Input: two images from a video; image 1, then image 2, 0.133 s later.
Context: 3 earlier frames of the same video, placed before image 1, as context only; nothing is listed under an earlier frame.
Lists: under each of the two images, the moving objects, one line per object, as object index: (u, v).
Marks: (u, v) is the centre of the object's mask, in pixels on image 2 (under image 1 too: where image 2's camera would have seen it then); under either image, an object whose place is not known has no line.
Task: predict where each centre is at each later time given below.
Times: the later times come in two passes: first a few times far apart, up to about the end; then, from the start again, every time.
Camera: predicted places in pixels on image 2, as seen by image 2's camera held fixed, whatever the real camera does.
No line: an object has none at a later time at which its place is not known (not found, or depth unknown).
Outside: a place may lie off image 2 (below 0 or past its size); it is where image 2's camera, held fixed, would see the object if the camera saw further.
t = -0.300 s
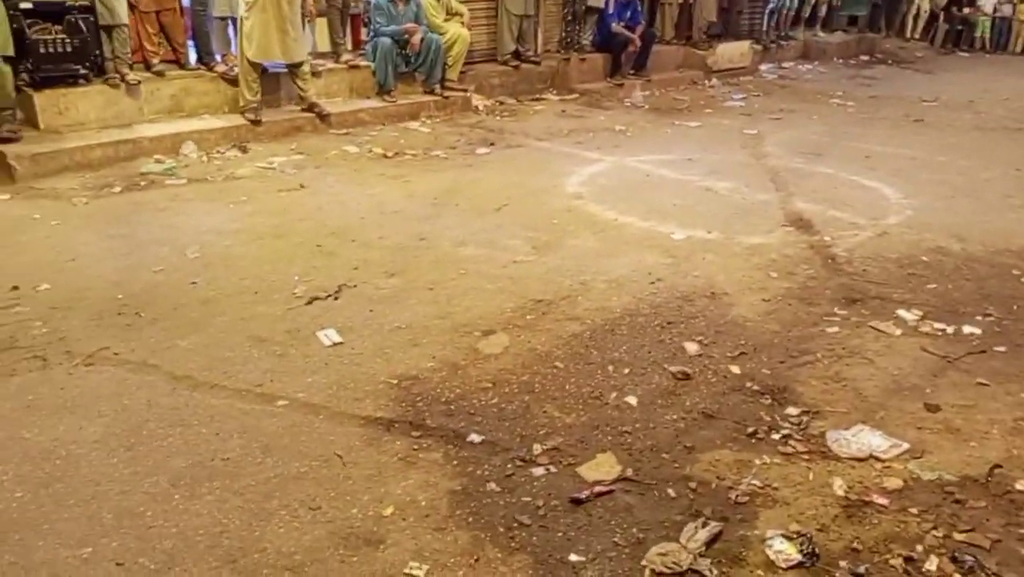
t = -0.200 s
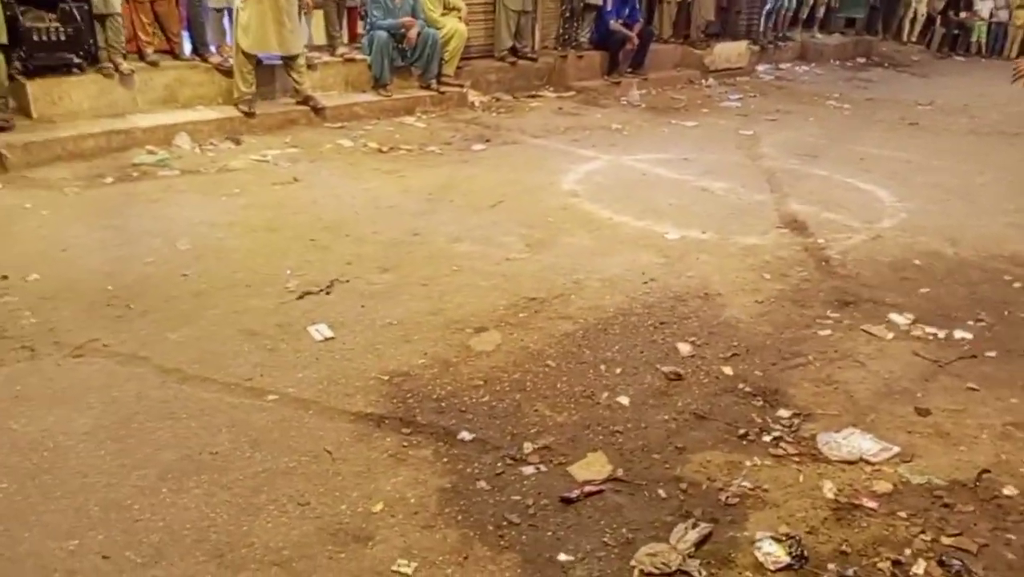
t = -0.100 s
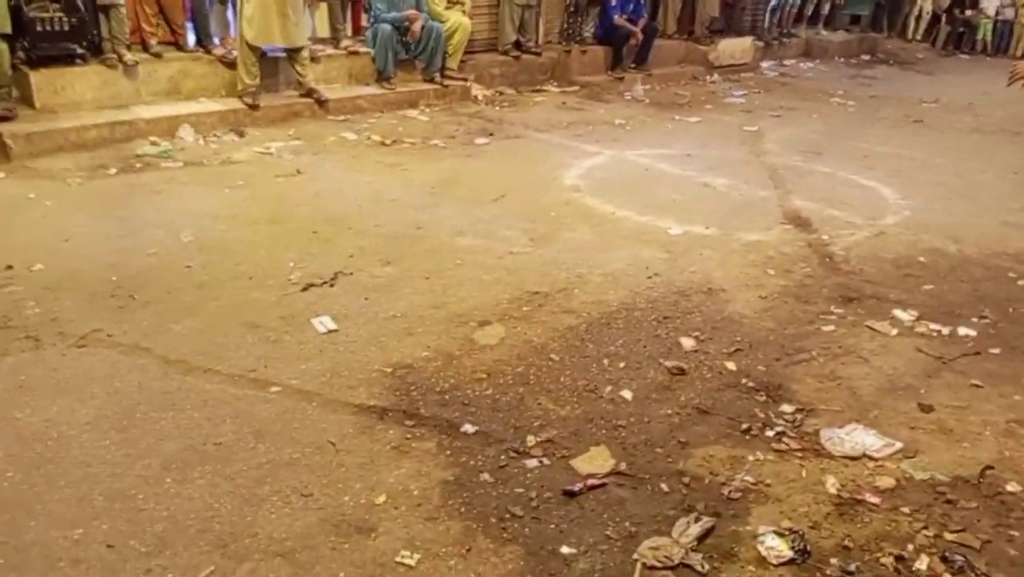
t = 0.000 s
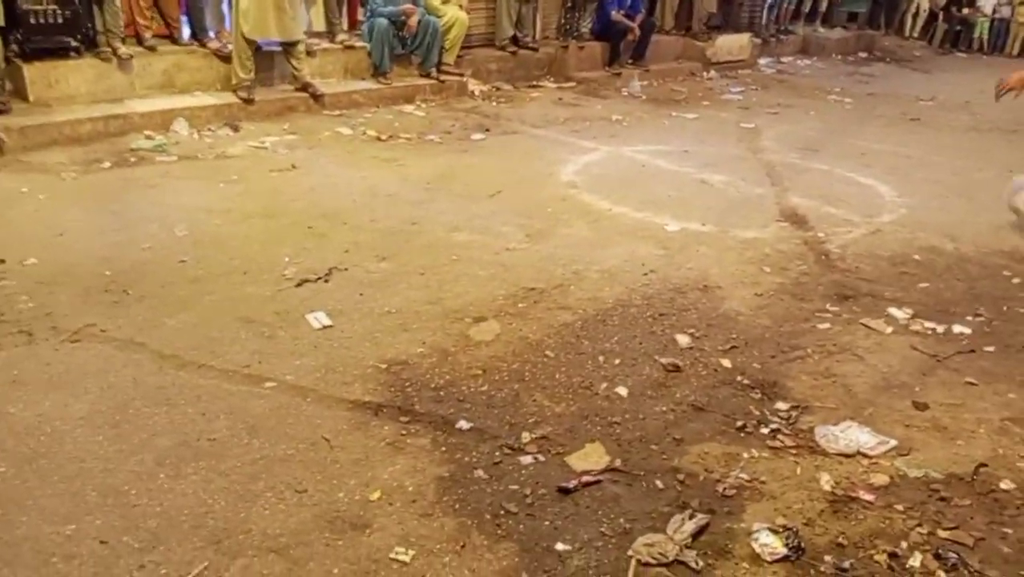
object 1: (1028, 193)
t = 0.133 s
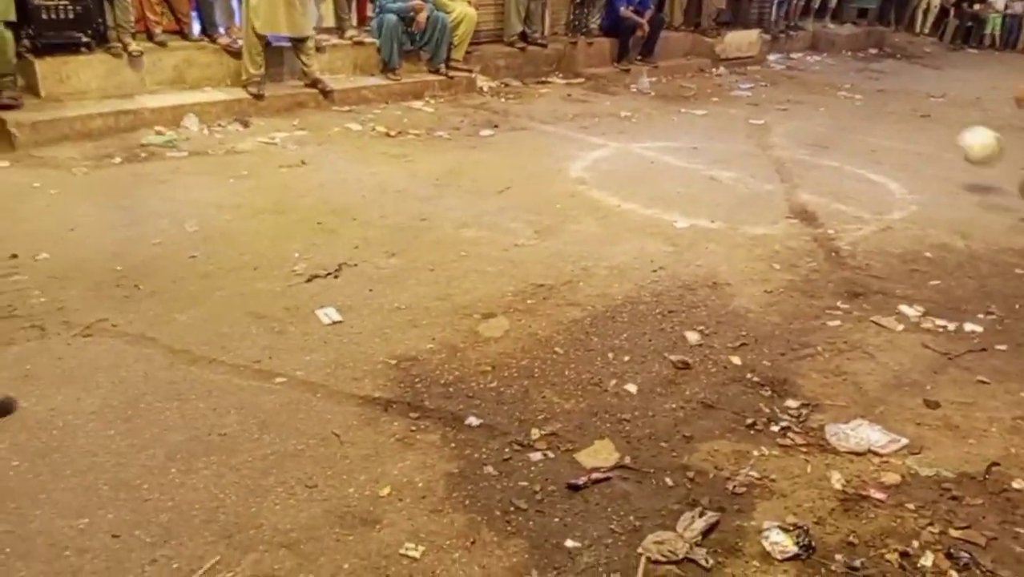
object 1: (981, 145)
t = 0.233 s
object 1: (936, 130)
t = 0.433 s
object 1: (861, 129)
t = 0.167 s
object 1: (965, 138)
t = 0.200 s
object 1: (950, 133)
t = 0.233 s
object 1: (936, 130)
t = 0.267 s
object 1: (922, 129)
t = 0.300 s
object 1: (909, 129)
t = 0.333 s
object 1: (895, 132)
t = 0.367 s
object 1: (881, 137)
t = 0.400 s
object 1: (869, 139)
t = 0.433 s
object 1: (861, 129)
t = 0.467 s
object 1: (852, 116)
